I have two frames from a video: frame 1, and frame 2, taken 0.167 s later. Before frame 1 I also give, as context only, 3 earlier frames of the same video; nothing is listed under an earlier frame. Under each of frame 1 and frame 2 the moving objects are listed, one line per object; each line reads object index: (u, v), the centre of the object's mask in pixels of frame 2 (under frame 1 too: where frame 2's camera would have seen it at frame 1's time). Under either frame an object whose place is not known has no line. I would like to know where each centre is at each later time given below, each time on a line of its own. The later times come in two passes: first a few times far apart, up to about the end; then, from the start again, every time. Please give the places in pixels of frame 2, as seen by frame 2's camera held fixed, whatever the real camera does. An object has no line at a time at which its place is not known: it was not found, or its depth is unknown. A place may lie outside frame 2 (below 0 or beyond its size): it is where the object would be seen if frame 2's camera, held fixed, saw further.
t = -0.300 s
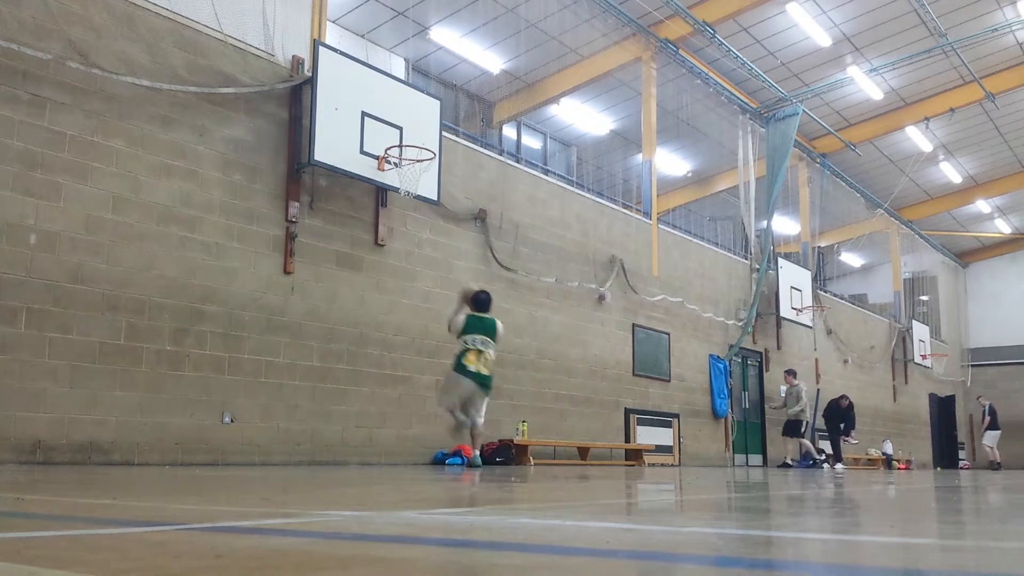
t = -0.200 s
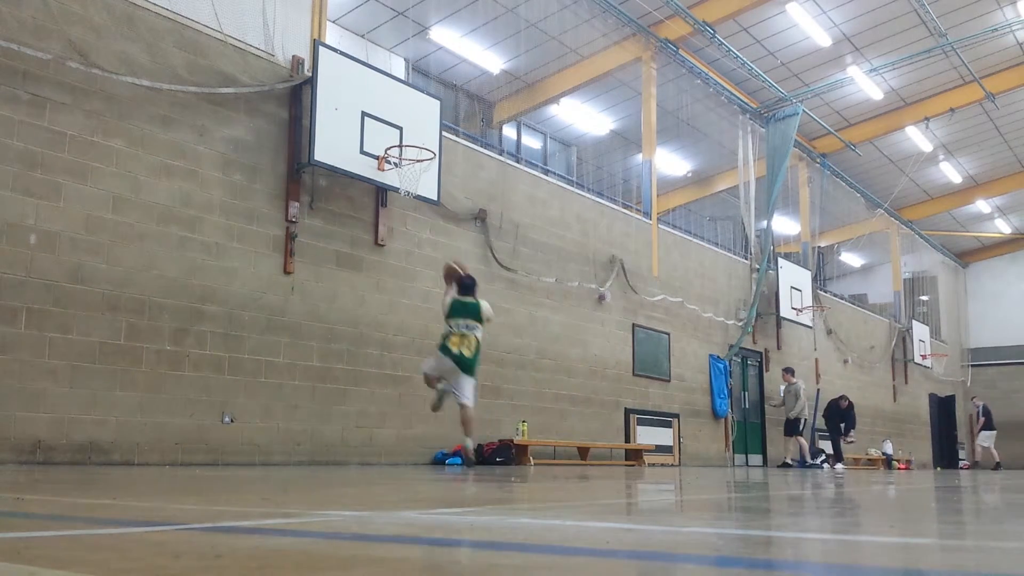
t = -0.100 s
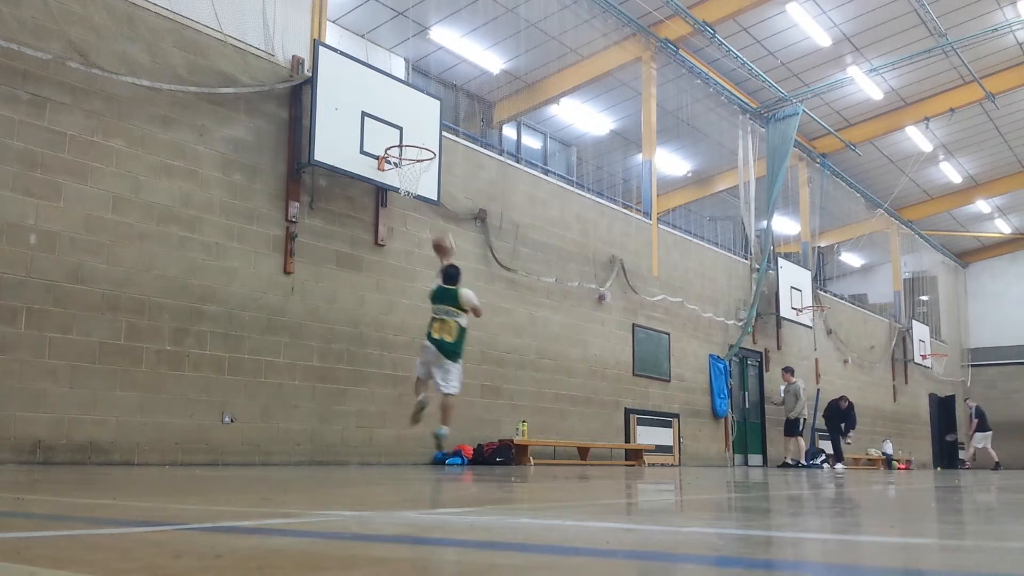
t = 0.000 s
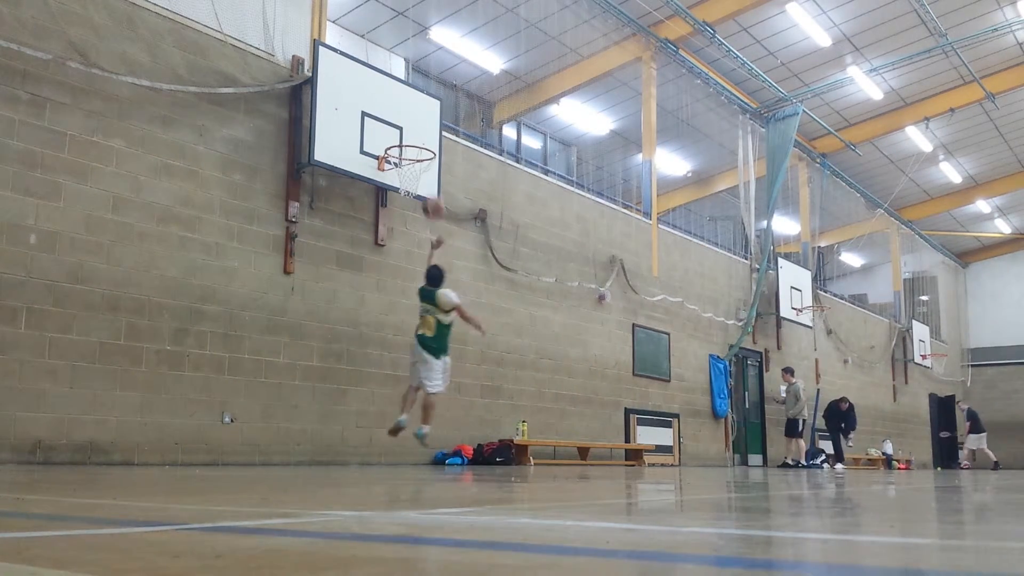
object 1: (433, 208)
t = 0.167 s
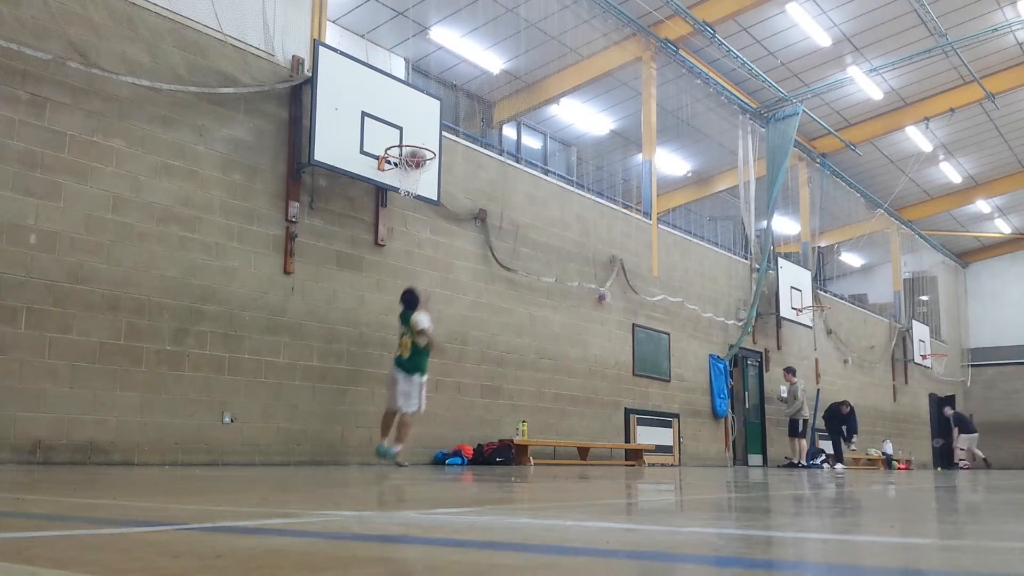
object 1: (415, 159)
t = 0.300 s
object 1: (418, 136)
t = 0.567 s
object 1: (423, 140)
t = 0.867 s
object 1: (392, 181)
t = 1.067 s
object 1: (387, 220)
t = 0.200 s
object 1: (416, 152)
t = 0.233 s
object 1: (417, 146)
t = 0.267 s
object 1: (418, 140)
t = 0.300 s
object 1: (418, 136)
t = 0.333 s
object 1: (419, 133)
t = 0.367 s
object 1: (419, 131)
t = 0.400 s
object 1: (420, 130)
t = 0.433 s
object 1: (421, 130)
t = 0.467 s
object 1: (421, 131)
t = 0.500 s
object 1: (422, 133)
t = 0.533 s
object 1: (423, 136)
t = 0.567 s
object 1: (423, 140)
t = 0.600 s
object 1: (423, 146)
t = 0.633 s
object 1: (421, 150)
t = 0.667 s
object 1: (415, 154)
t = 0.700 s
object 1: (409, 158)
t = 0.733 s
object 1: (403, 166)
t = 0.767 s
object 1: (398, 173)
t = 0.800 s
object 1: (394, 177)
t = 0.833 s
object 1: (393, 179)
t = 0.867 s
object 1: (392, 181)
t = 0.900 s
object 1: (391, 186)
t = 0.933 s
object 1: (390, 192)
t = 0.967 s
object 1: (388, 197)
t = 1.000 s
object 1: (387, 203)
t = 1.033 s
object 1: (387, 212)
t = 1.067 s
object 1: (387, 220)
